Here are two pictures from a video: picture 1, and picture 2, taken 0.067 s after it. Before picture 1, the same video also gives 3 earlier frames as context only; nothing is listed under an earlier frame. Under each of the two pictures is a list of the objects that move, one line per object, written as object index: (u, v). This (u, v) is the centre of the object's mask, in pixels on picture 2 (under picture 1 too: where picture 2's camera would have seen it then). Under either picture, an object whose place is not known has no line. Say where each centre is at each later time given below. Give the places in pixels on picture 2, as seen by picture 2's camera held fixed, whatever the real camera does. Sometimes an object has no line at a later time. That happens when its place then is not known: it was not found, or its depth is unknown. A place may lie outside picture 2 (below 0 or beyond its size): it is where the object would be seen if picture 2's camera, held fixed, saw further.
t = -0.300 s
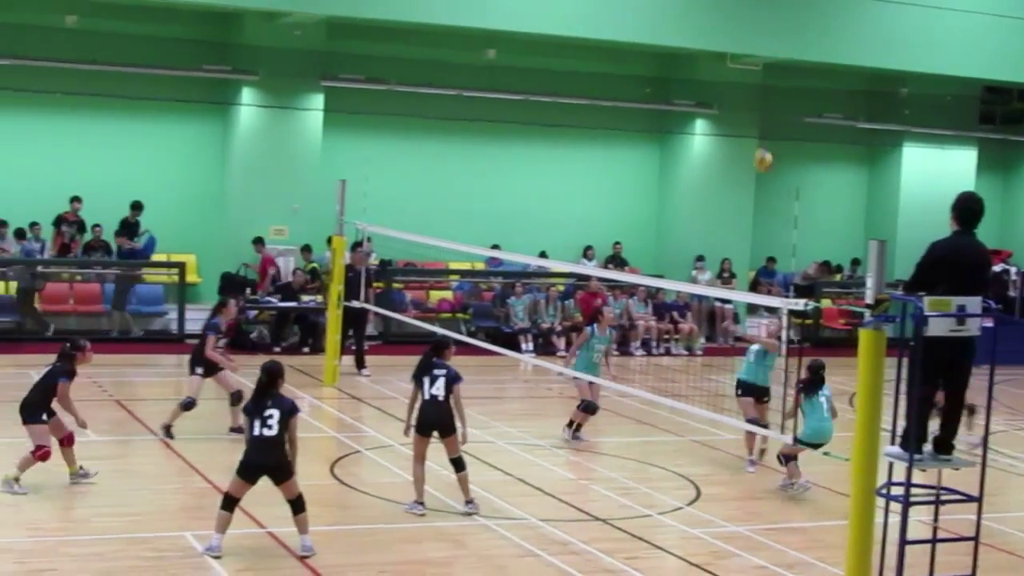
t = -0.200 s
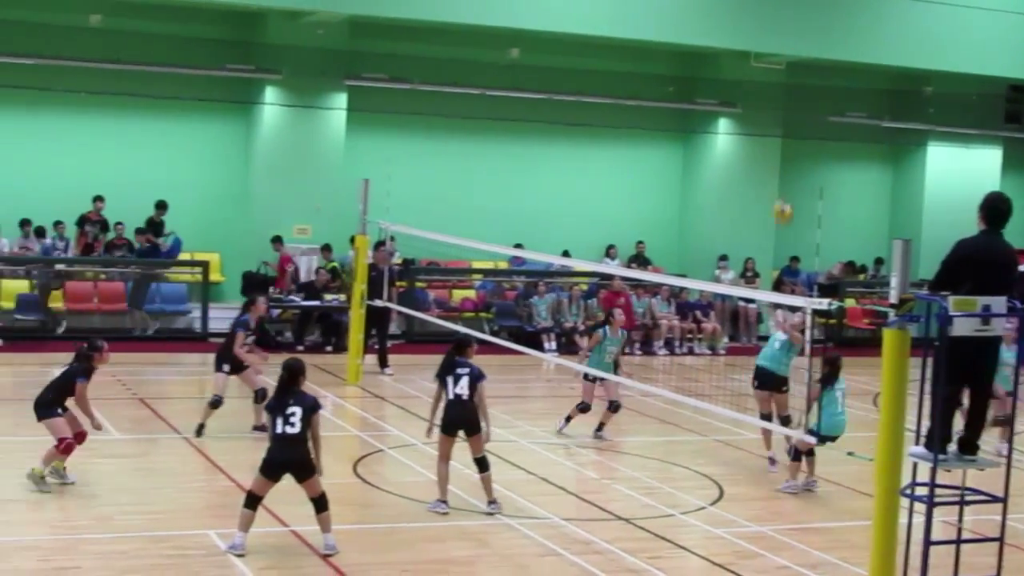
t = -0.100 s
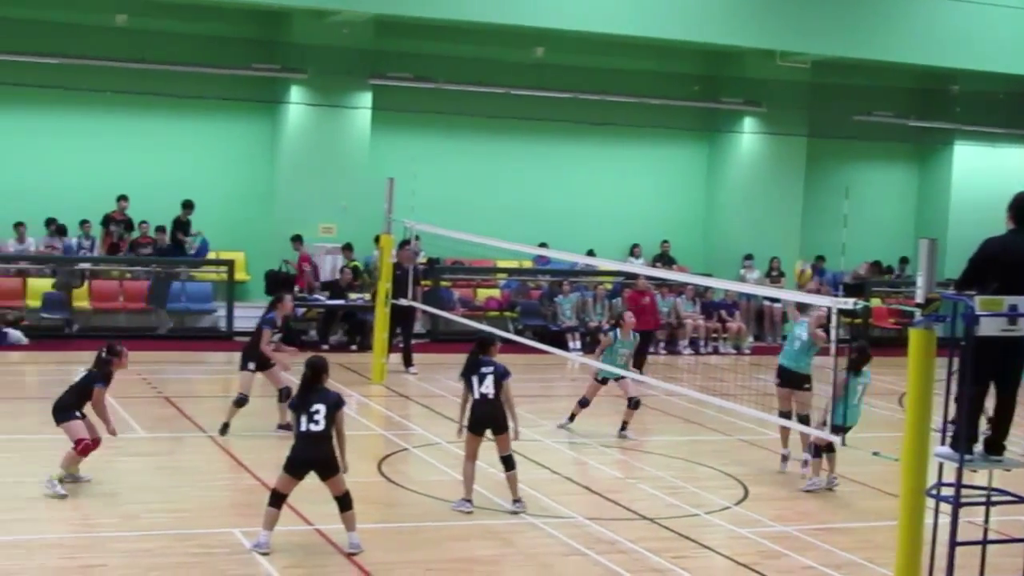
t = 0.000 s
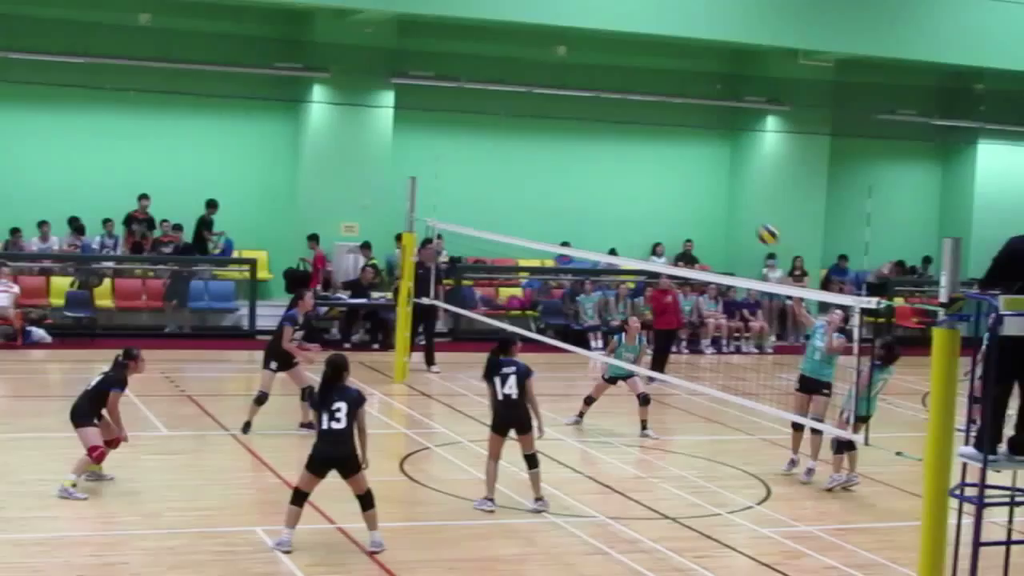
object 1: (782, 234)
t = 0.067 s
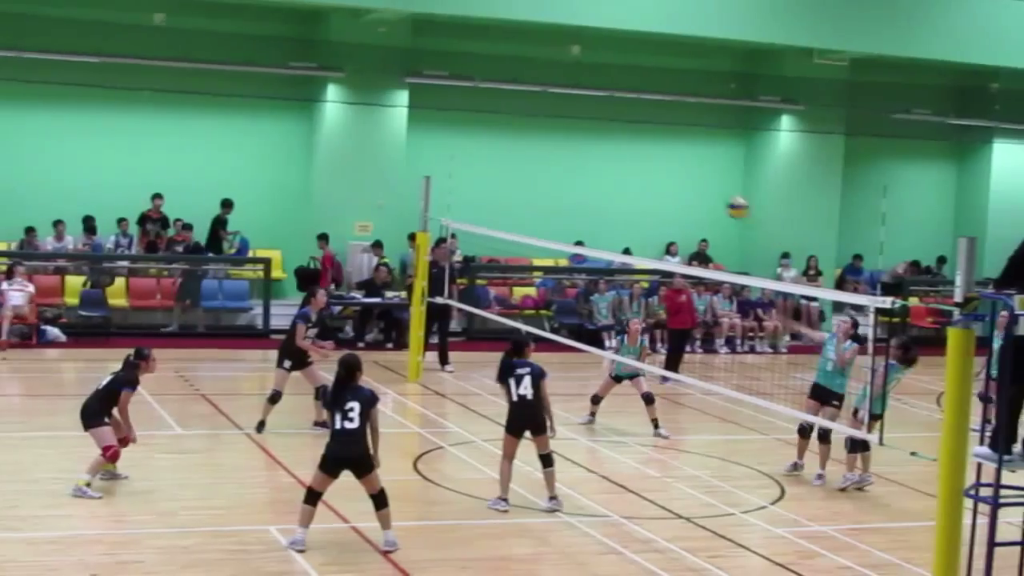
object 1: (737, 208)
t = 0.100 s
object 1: (714, 196)
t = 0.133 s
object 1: (690, 185)
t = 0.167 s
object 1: (667, 177)
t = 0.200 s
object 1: (642, 168)
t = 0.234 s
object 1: (617, 160)
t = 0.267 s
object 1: (593, 153)
